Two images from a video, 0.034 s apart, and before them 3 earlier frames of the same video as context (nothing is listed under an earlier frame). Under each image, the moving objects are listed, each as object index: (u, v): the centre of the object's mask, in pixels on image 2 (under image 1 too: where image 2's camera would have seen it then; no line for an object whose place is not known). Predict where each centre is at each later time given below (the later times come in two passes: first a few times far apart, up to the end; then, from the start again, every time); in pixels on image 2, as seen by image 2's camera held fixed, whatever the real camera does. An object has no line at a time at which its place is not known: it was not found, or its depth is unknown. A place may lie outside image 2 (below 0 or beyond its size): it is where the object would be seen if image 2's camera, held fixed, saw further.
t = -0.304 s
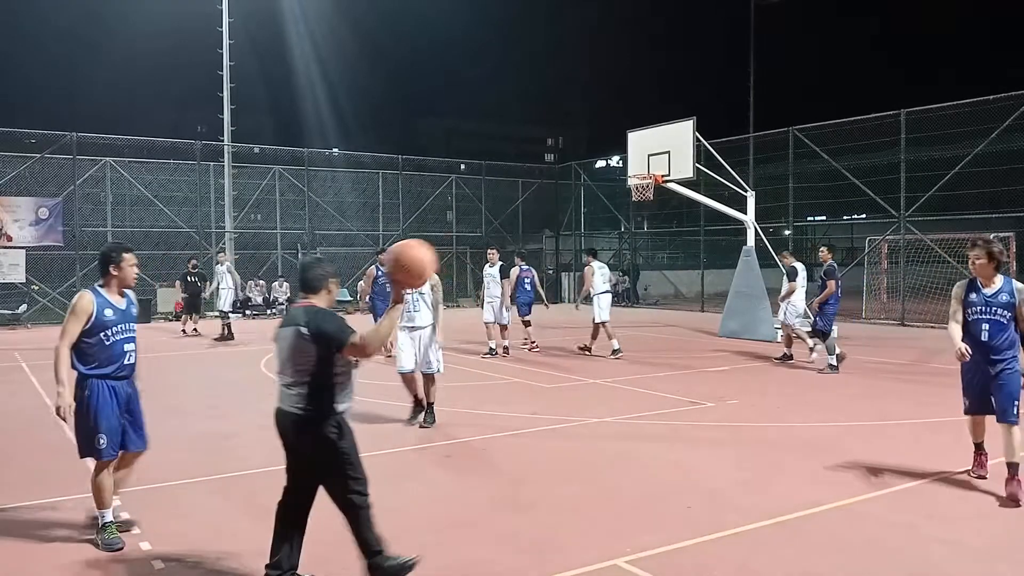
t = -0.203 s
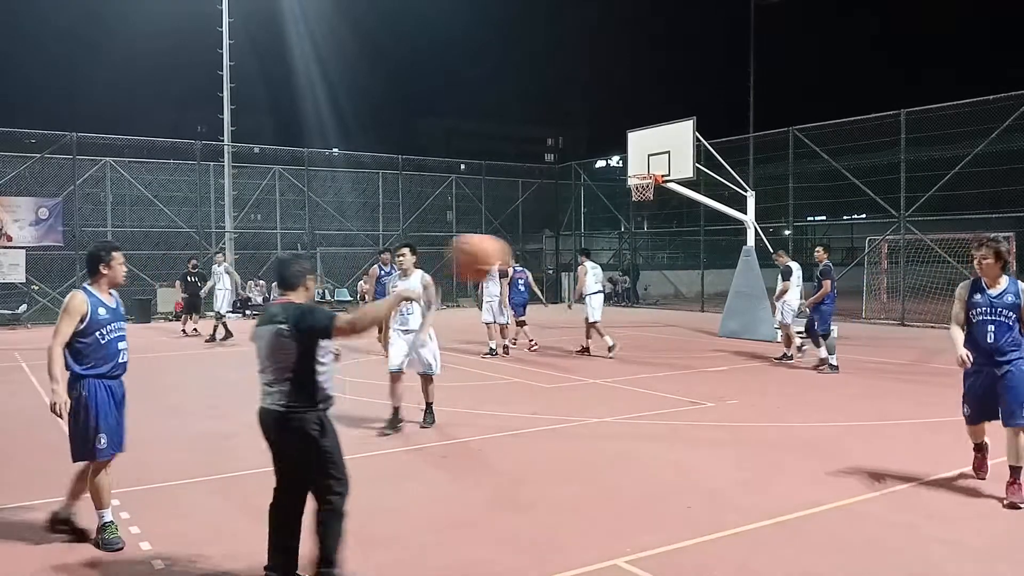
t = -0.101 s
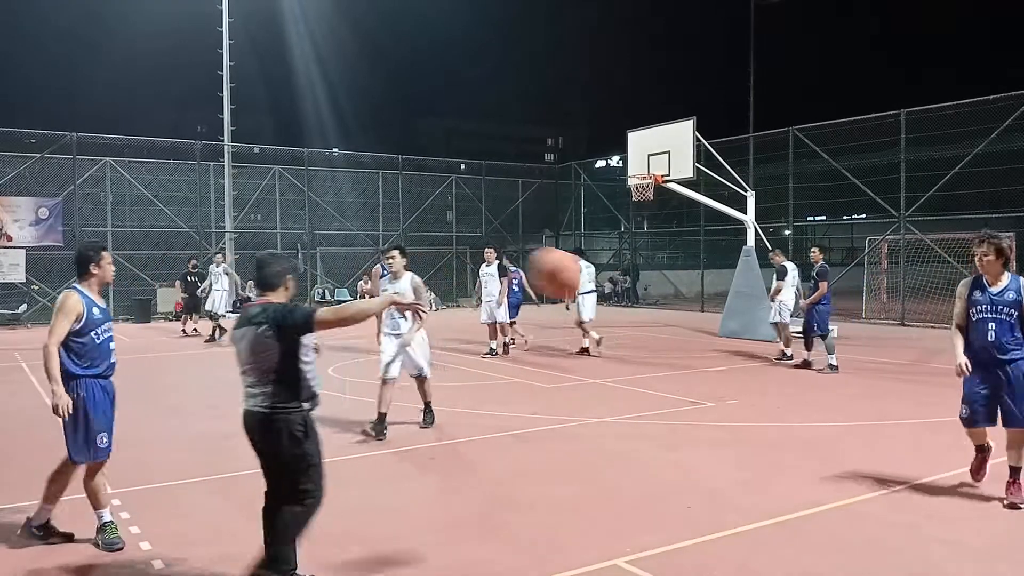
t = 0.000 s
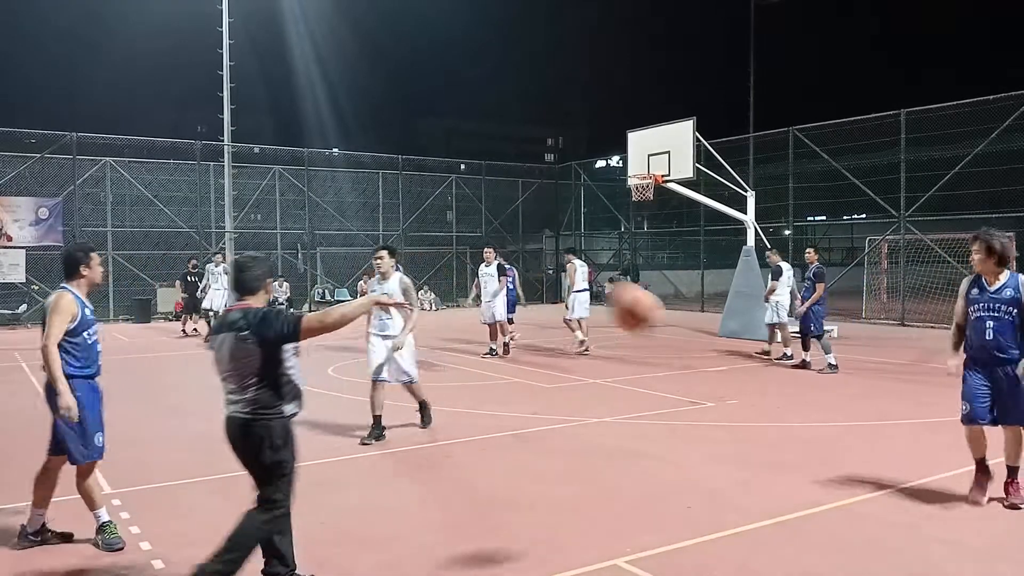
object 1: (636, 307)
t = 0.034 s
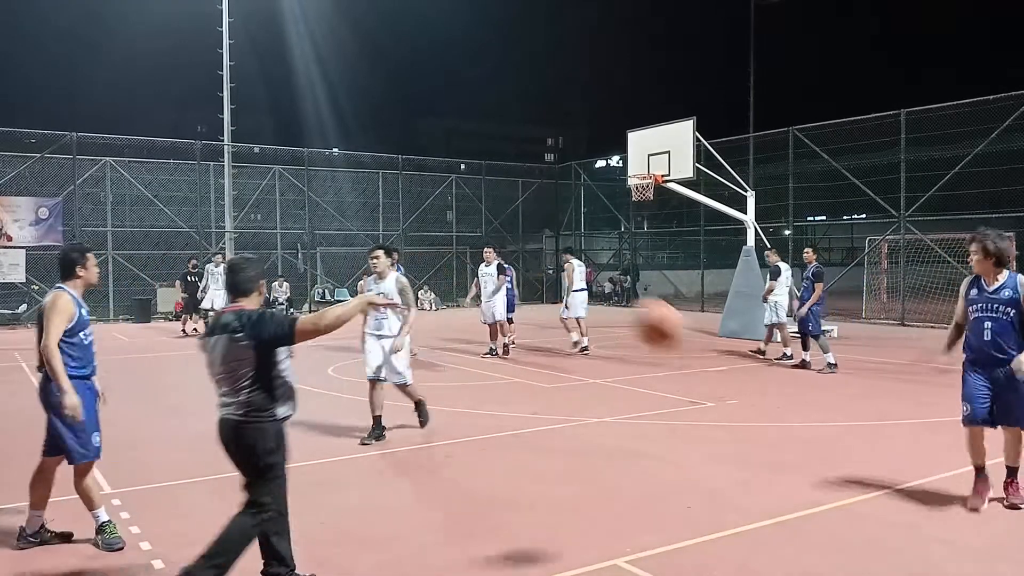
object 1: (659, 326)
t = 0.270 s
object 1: (823, 494)
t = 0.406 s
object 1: (885, 483)
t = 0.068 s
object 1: (684, 344)
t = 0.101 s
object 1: (707, 363)
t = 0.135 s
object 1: (731, 386)
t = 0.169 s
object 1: (757, 413)
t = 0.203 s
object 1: (779, 438)
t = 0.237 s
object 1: (800, 470)
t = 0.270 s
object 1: (823, 494)
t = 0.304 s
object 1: (847, 528)
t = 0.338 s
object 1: (864, 531)
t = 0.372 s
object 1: (876, 512)
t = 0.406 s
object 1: (885, 483)
